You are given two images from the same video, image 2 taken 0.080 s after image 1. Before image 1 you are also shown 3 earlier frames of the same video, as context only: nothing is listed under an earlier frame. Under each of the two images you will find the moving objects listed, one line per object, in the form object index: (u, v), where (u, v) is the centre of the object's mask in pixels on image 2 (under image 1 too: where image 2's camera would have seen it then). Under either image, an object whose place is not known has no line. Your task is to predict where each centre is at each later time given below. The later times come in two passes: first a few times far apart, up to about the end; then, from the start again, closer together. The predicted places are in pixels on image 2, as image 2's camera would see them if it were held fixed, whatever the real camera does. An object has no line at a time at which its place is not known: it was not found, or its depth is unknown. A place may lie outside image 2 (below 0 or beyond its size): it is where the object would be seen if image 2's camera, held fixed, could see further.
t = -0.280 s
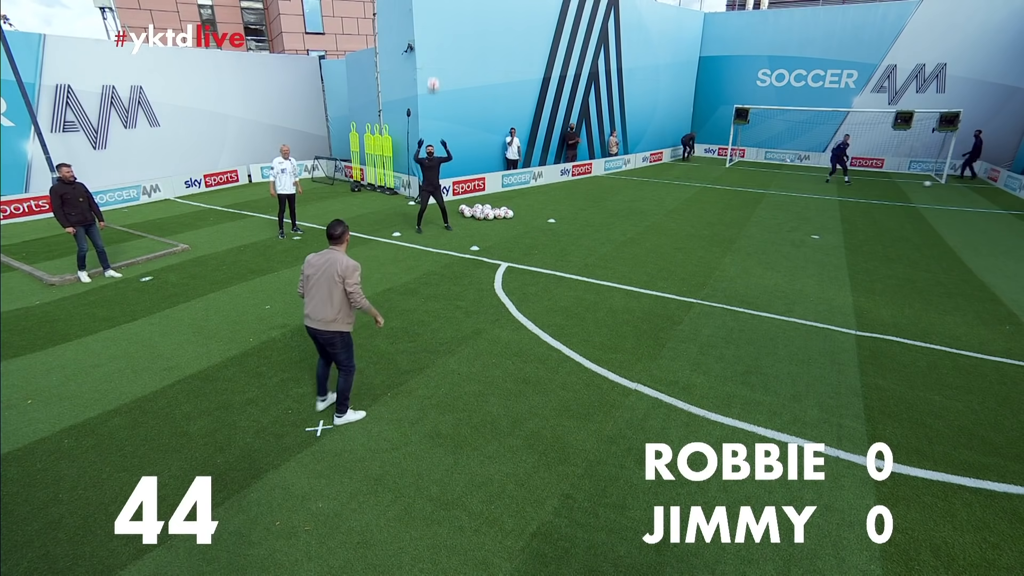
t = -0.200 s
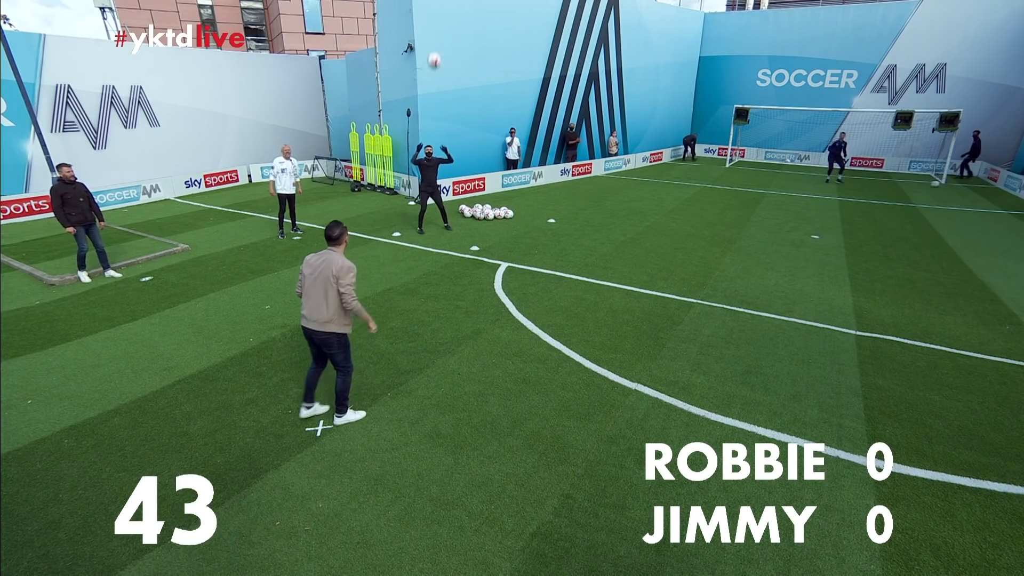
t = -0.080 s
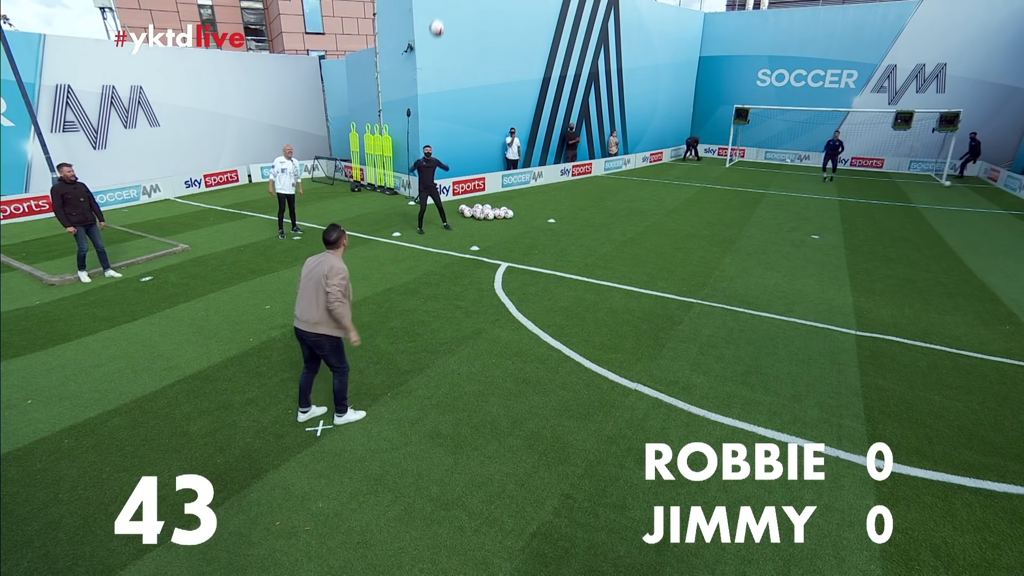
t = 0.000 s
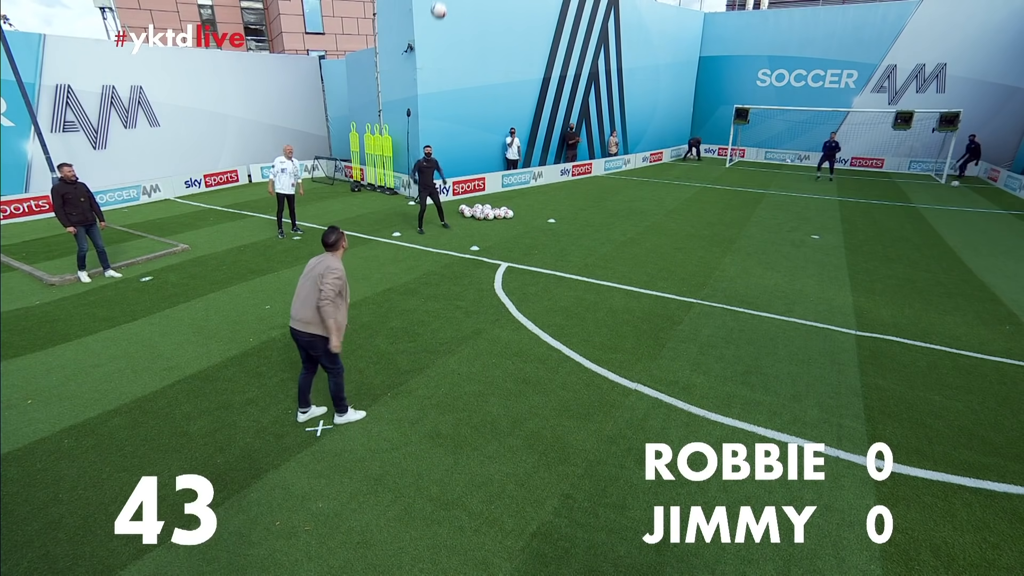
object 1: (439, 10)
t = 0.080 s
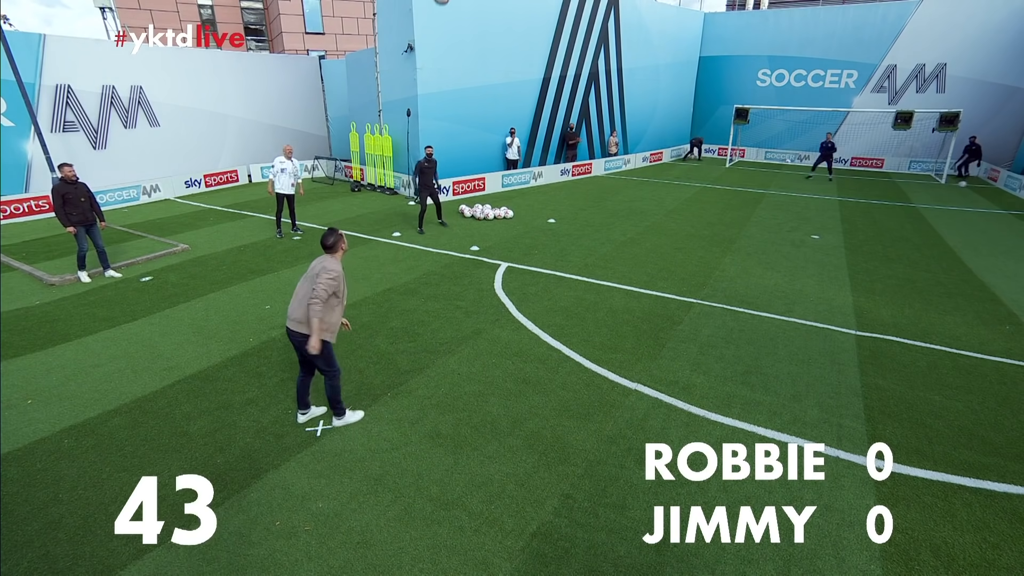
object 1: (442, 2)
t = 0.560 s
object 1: (467, 22)
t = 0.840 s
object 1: (492, 175)
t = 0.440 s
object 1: (459, 2)
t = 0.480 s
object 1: (462, 5)
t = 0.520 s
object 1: (465, 11)
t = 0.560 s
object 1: (467, 22)
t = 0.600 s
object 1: (470, 36)
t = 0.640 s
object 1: (474, 53)
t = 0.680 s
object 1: (477, 73)
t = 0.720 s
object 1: (480, 95)
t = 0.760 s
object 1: (484, 118)
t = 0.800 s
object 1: (488, 145)
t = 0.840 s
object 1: (492, 175)
